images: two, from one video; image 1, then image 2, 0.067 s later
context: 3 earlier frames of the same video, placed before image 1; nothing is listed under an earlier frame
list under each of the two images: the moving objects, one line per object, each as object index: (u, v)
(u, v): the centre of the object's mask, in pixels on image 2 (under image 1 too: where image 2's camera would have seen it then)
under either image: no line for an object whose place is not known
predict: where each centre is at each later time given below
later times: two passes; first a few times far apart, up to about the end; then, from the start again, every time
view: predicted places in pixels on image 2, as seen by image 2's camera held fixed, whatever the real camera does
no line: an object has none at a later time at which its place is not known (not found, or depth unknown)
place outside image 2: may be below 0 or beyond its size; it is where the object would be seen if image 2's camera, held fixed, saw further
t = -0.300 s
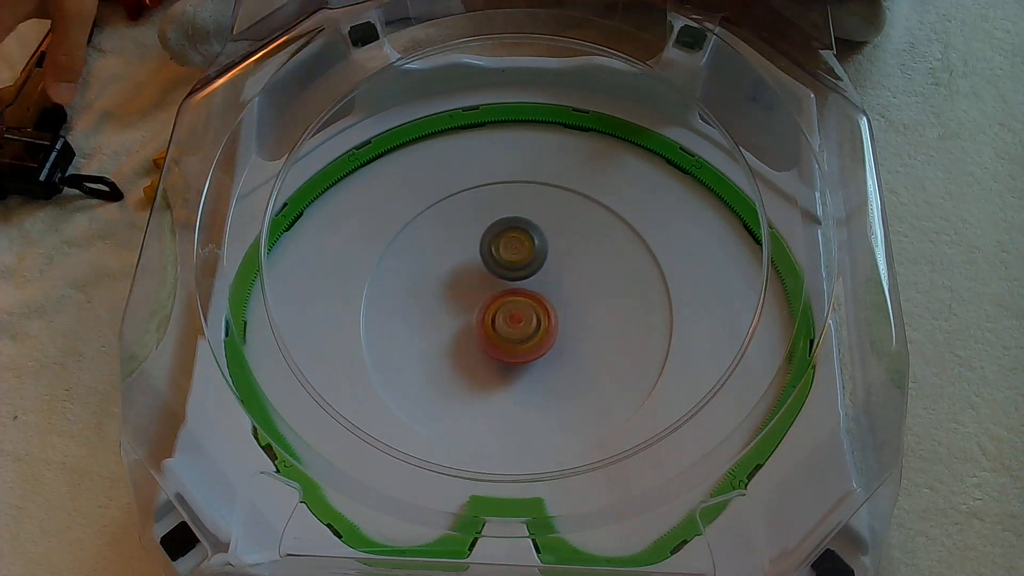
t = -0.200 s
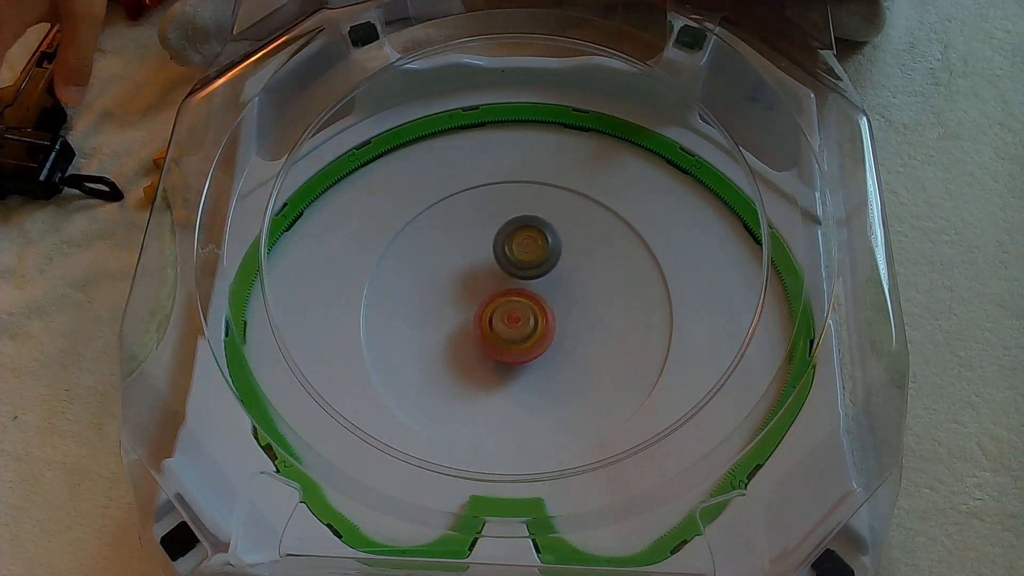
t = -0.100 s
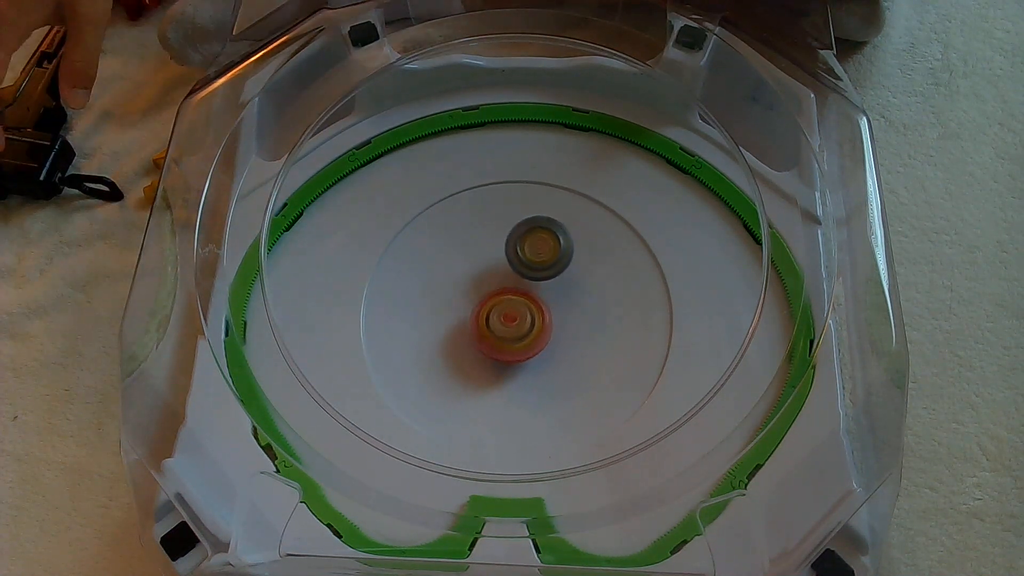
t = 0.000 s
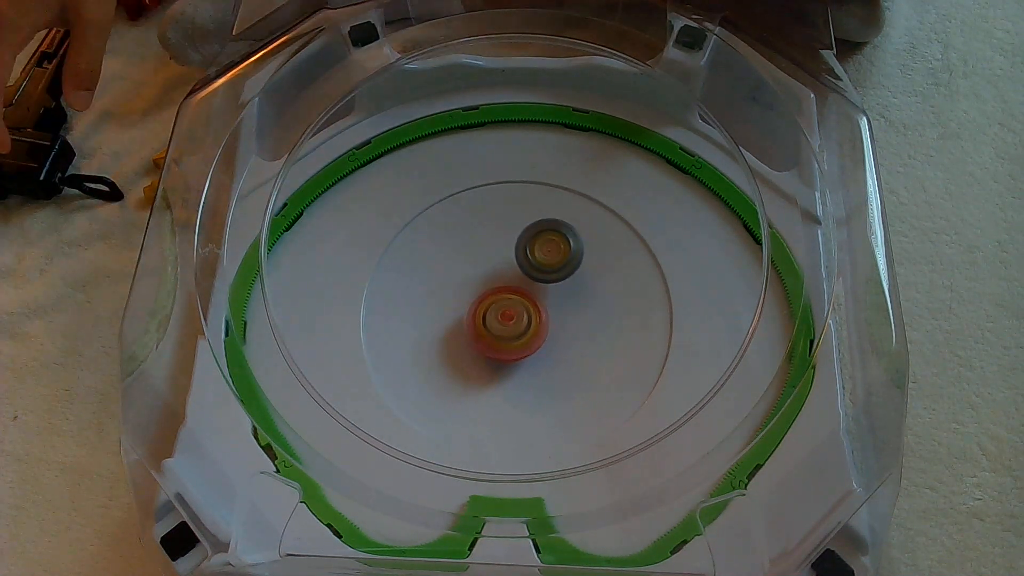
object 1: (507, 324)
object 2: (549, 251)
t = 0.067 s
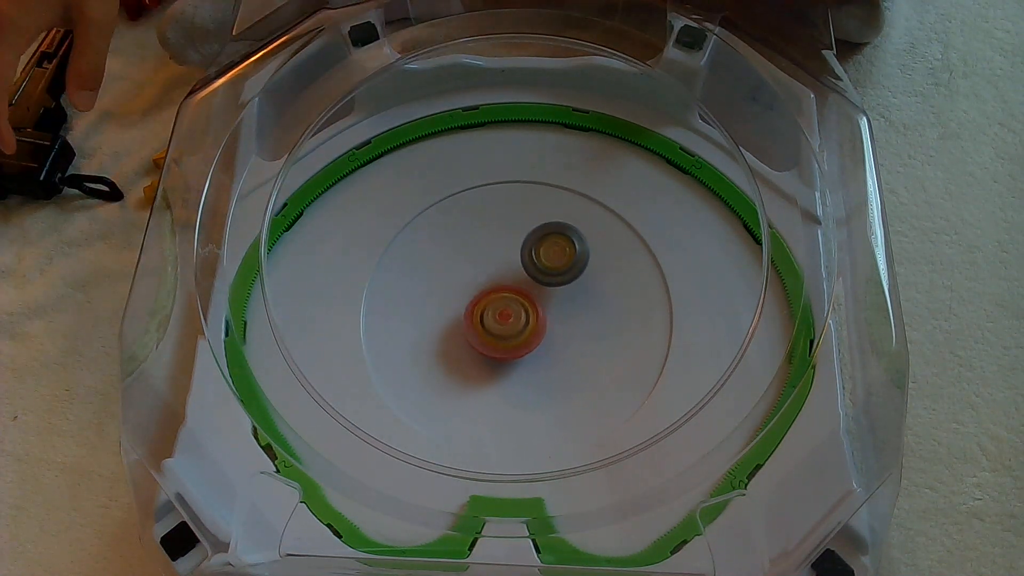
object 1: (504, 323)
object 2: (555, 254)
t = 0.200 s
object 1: (501, 320)
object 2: (564, 265)
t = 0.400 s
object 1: (497, 316)
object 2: (571, 289)
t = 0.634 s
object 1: (495, 309)
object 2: (570, 319)
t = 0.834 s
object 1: (498, 304)
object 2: (561, 341)
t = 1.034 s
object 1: (503, 299)
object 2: (543, 355)
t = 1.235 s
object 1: (510, 295)
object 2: (516, 360)
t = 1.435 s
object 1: (518, 294)
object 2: (491, 358)
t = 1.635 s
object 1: (524, 295)
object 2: (474, 346)
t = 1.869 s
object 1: (530, 298)
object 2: (458, 323)
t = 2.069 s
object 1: (532, 303)
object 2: (454, 303)
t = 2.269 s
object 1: (533, 309)
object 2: (454, 283)
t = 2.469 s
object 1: (530, 317)
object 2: (466, 269)
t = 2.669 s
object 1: (527, 322)
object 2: (482, 257)
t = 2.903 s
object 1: (519, 327)
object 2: (505, 250)
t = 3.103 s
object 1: (512, 328)
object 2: (527, 250)
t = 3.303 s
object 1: (504, 325)
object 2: (547, 259)
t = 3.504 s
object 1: (497, 322)
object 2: (564, 274)
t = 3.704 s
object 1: (495, 316)
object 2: (572, 292)
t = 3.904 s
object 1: (495, 310)
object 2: (571, 314)
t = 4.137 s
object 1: (500, 302)
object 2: (563, 337)
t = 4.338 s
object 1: (507, 297)
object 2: (548, 350)
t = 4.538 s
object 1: (515, 293)
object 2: (526, 362)
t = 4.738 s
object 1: (524, 294)
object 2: (503, 360)
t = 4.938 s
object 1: (533, 298)
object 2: (481, 347)
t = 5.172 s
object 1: (536, 304)
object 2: (461, 326)
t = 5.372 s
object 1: (535, 312)
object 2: (457, 304)
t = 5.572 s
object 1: (531, 318)
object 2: (459, 282)
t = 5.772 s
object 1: (523, 324)
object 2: (473, 264)
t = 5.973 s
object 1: (514, 328)
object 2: (493, 252)
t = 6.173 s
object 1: (505, 327)
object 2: (519, 250)
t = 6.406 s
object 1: (497, 322)
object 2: (549, 261)
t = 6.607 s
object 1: (495, 316)
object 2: (567, 279)
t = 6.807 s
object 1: (495, 308)
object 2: (573, 300)
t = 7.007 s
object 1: (499, 301)
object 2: (568, 324)
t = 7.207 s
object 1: (507, 296)
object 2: (558, 345)
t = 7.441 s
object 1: (519, 292)
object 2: (531, 356)
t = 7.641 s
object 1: (528, 295)
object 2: (499, 357)
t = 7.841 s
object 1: (535, 301)
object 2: (473, 346)
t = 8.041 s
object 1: (537, 307)
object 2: (460, 326)
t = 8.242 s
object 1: (535, 315)
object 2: (457, 300)
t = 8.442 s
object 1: (527, 321)
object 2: (459, 277)
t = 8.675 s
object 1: (516, 326)
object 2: (478, 257)
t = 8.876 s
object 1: (504, 326)
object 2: (502, 244)
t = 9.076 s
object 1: (495, 323)
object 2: (529, 246)
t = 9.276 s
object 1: (489, 315)
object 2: (553, 262)
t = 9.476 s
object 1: (492, 308)
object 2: (569, 287)
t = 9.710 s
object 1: (500, 301)
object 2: (571, 321)
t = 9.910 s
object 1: (511, 297)
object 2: (560, 346)
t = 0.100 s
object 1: (503, 322)
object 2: (557, 256)
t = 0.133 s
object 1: (503, 321)
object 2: (559, 259)
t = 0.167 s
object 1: (502, 320)
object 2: (562, 262)
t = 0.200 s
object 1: (501, 320)
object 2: (564, 265)
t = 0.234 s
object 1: (500, 319)
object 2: (566, 268)
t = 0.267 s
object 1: (500, 318)
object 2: (567, 272)
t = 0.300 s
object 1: (499, 318)
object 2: (569, 276)
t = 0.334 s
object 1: (498, 316)
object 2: (570, 280)
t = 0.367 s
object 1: (497, 316)
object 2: (571, 284)
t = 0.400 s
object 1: (497, 316)
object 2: (571, 289)
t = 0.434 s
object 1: (496, 315)
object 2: (572, 293)
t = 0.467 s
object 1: (495, 314)
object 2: (572, 298)
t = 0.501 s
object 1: (495, 312)
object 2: (572, 302)
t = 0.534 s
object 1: (495, 312)
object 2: (572, 307)
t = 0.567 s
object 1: (495, 311)
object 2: (572, 311)
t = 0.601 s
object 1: (495, 310)
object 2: (571, 315)
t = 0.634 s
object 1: (495, 309)
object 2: (570, 319)
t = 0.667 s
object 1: (495, 309)
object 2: (569, 323)
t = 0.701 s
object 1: (495, 308)
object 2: (568, 327)
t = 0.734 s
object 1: (496, 307)
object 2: (567, 331)
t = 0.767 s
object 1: (496, 306)
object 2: (565, 334)
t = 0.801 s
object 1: (497, 305)
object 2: (563, 338)
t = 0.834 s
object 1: (498, 304)
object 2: (561, 341)
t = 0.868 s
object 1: (499, 303)
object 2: (559, 344)
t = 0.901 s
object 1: (500, 303)
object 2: (556, 347)
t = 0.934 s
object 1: (500, 302)
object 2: (553, 349)
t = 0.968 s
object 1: (501, 301)
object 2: (550, 351)
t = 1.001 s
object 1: (503, 300)
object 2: (546, 353)
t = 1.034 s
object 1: (503, 299)
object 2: (543, 355)
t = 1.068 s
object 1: (505, 299)
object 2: (539, 356)
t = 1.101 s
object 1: (506, 298)
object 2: (535, 358)
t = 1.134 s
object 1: (507, 297)
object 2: (530, 358)
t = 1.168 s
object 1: (508, 296)
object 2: (525, 359)
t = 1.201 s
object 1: (509, 295)
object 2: (521, 360)
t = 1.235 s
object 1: (510, 295)
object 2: (516, 360)
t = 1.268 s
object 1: (512, 294)
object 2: (512, 361)
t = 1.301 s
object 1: (513, 294)
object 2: (508, 361)
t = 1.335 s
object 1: (514, 294)
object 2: (503, 361)
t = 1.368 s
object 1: (516, 294)
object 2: (499, 361)
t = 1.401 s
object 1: (517, 294)
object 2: (495, 359)
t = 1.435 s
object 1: (518, 294)
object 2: (491, 358)
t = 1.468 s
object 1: (518, 294)
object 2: (487, 357)
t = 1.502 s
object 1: (519, 294)
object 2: (484, 355)
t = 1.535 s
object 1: (521, 294)
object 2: (481, 353)
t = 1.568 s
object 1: (522, 294)
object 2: (478, 351)
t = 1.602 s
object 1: (523, 294)
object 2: (476, 348)
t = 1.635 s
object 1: (524, 295)
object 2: (474, 346)
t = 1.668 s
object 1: (525, 295)
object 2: (472, 342)
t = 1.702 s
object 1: (526, 296)
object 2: (470, 338)
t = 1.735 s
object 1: (527, 296)
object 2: (467, 335)
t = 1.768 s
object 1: (527, 296)
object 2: (464, 333)
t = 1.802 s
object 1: (528, 297)
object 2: (462, 330)
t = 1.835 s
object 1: (529, 298)
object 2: (460, 327)
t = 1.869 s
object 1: (530, 298)
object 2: (458, 323)
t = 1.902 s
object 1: (530, 299)
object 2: (457, 320)
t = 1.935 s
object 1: (531, 300)
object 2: (456, 317)
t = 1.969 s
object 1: (531, 301)
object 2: (455, 313)
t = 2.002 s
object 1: (532, 302)
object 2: (455, 310)
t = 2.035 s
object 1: (532, 303)
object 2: (454, 306)
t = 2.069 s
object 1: (532, 303)
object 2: (454, 303)
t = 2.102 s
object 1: (532, 305)
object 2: (454, 299)
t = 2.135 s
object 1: (533, 305)
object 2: (453, 296)
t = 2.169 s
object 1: (533, 306)
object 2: (452, 292)
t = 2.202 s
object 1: (533, 307)
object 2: (452, 289)
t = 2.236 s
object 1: (533, 308)
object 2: (453, 286)
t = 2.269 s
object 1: (533, 309)
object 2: (454, 283)
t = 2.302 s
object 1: (532, 311)
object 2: (455, 281)
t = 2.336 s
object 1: (532, 312)
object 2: (457, 278)
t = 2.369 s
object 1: (531, 313)
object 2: (459, 276)
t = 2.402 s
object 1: (531, 314)
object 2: (462, 274)
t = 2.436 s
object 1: (530, 316)
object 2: (465, 272)
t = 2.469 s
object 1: (530, 317)
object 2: (466, 269)
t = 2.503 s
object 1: (529, 318)
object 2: (468, 267)
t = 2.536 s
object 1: (529, 319)
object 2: (471, 265)
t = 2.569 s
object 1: (528, 319)
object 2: (474, 263)
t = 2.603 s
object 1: (528, 321)
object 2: (476, 261)
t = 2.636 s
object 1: (527, 321)
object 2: (479, 259)
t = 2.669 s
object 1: (527, 322)
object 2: (482, 257)
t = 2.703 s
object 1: (526, 323)
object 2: (485, 256)
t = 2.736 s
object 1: (524, 324)
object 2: (488, 254)
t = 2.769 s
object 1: (523, 325)
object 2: (491, 253)
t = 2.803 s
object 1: (523, 325)
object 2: (494, 252)
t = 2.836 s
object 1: (521, 326)
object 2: (498, 251)
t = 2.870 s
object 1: (520, 326)
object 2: (501, 250)
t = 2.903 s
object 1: (519, 327)
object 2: (505, 250)
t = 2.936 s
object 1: (518, 327)
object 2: (509, 249)
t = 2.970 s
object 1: (517, 327)
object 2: (512, 250)
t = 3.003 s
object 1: (516, 328)
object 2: (516, 249)
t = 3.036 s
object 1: (514, 328)
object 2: (520, 249)
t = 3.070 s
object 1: (513, 328)
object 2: (524, 249)
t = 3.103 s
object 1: (512, 328)
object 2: (527, 250)
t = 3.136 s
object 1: (511, 328)
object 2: (531, 250)
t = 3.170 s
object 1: (510, 328)
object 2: (534, 252)
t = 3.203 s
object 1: (508, 327)
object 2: (538, 253)
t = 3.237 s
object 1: (507, 326)
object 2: (541, 255)
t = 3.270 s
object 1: (505, 326)
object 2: (544, 257)
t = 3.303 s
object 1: (504, 325)
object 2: (547, 259)
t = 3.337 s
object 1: (503, 324)
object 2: (550, 261)
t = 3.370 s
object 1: (502, 324)
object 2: (552, 264)
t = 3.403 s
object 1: (501, 323)
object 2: (555, 267)
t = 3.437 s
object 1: (499, 323)
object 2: (559, 269)
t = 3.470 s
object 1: (497, 322)
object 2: (562, 272)
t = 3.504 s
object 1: (497, 322)
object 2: (564, 274)
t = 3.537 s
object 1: (497, 321)
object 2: (566, 277)
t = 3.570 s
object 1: (496, 320)
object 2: (568, 280)
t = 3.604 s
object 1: (496, 319)
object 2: (570, 283)
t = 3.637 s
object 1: (496, 318)
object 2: (571, 286)
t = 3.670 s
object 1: (495, 317)
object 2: (572, 289)
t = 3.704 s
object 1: (495, 316)
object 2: (572, 292)
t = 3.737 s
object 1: (495, 315)
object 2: (572, 296)
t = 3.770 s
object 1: (495, 314)
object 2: (571, 300)
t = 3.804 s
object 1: (495, 313)
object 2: (571, 303)
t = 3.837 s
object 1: (495, 312)
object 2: (571, 307)
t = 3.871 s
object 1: (495, 311)
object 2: (571, 311)
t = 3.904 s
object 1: (495, 310)
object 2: (571, 314)
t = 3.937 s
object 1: (495, 309)
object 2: (570, 318)
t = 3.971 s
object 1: (495, 308)
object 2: (570, 321)
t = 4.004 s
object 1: (496, 307)
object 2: (569, 324)
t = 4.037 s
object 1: (497, 306)
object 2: (567, 327)
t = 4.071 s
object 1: (498, 305)
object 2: (566, 330)
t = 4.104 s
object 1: (499, 304)
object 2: (564, 333)
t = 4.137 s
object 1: (500, 302)
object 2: (563, 337)
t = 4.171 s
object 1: (501, 301)
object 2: (561, 340)
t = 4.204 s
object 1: (501, 300)
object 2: (559, 342)
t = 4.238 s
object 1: (503, 300)
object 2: (557, 345)
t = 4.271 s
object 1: (504, 299)
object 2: (554, 347)
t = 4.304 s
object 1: (505, 298)
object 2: (551, 349)
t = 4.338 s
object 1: (507, 297)
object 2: (548, 350)
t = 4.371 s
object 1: (508, 296)
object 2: (544, 352)
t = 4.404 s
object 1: (509, 295)
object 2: (540, 353)
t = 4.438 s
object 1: (512, 294)
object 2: (536, 357)
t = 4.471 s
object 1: (513, 294)
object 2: (533, 359)
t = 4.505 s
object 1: (514, 294)
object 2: (529, 360)
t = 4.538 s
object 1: (515, 293)
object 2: (526, 362)
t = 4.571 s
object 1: (517, 294)
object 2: (522, 363)
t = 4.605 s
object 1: (518, 293)
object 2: (519, 363)
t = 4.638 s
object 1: (520, 294)
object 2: (515, 363)
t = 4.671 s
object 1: (521, 294)
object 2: (511, 363)
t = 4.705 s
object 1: (523, 294)
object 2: (507, 362)
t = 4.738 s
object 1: (524, 294)
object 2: (503, 360)
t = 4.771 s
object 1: (526, 295)
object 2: (500, 359)
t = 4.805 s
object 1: (527, 295)
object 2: (496, 357)
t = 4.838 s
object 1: (529, 296)
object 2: (493, 355)
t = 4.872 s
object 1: (530, 296)
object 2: (489, 352)
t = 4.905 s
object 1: (531, 297)
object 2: (486, 349)
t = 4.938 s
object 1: (533, 298)
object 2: (481, 347)
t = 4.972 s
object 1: (534, 298)
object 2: (477, 344)
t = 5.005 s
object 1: (534, 299)
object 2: (474, 342)
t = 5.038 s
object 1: (535, 300)
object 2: (470, 338)
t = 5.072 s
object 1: (536, 301)
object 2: (468, 335)
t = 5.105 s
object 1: (536, 302)
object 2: (465, 332)
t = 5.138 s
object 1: (536, 303)
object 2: (463, 329)
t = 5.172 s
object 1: (536, 304)
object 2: (461, 326)
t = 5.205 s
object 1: (536, 305)
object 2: (460, 322)
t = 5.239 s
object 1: (536, 307)
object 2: (458, 319)
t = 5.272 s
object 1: (536, 308)
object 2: (458, 315)
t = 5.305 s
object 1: (536, 309)
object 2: (457, 311)
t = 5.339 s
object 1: (535, 311)
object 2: (457, 308)
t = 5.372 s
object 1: (535, 312)
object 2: (457, 304)
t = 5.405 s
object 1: (535, 313)
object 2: (457, 300)
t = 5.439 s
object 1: (534, 314)
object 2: (456, 296)
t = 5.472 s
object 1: (534, 315)
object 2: (456, 292)
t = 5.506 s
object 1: (533, 316)
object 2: (457, 289)
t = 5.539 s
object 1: (532, 317)
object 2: (457, 285)
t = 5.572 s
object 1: (531, 318)
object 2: (459, 282)
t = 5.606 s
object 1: (529, 319)
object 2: (460, 278)
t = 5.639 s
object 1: (529, 320)
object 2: (462, 275)
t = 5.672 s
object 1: (527, 321)
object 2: (465, 272)
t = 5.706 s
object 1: (526, 322)
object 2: (467, 269)
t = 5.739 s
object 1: (524, 323)
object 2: (470, 267)
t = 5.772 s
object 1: (523, 324)
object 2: (473, 264)
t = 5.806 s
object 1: (522, 325)
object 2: (476, 261)
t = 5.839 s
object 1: (521, 326)
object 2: (479, 259)
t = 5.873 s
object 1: (519, 326)
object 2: (482, 257)
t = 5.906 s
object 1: (518, 327)
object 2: (486, 255)
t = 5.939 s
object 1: (516, 328)
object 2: (489, 253)
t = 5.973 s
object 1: (514, 328)
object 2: (493, 252)
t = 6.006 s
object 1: (513, 328)
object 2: (497, 250)
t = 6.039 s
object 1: (511, 328)
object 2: (501, 250)
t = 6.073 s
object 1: (510, 328)
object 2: (505, 249)
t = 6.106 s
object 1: (508, 328)
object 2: (510, 249)
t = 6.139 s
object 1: (507, 328)
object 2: (514, 249)
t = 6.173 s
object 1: (505, 327)
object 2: (519, 250)
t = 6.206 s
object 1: (504, 327)
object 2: (524, 250)
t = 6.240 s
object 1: (503, 326)
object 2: (528, 252)
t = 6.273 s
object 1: (501, 326)
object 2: (533, 253)
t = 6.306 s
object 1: (500, 325)
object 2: (537, 255)
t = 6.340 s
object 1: (499, 324)
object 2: (541, 257)
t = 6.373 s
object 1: (498, 323)
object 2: (545, 259)
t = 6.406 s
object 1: (497, 322)
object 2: (549, 261)
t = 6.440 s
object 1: (496, 321)
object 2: (553, 263)
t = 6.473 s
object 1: (495, 320)
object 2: (556, 266)
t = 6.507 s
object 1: (496, 319)
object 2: (559, 269)
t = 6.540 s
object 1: (495, 318)
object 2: (562, 272)
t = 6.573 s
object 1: (495, 317)
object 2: (565, 275)
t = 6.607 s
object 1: (495, 316)
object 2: (567, 279)
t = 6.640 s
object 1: (495, 314)
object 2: (569, 282)
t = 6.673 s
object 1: (494, 313)
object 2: (571, 286)
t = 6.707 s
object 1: (495, 312)
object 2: (572, 289)
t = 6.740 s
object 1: (495, 311)
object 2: (573, 293)
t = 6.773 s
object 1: (495, 309)
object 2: (573, 297)
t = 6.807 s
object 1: (495, 308)
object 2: (573, 300)
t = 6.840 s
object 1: (496, 307)
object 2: (572, 304)
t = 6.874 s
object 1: (496, 305)
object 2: (572, 308)
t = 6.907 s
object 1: (497, 304)
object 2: (571, 312)
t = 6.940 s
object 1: (497, 303)
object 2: (571, 316)
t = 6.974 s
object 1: (498, 302)
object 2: (569, 320)
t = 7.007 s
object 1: (499, 301)
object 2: (568, 324)
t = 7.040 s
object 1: (500, 299)
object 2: (567, 328)
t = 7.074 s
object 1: (502, 299)
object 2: (566, 332)
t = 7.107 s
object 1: (503, 298)
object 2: (564, 336)
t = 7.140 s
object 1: (504, 297)
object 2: (563, 339)
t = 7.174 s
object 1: (506, 296)
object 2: (560, 342)
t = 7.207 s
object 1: (507, 296)
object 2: (558, 345)
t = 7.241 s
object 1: (509, 295)
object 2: (555, 348)
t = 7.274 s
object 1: (511, 294)
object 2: (552, 350)
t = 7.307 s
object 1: (512, 294)
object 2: (548, 352)
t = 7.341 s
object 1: (514, 294)
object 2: (544, 353)
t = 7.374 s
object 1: (516, 293)
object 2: (540, 354)
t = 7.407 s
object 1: (517, 293)
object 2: (536, 355)
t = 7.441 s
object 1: (519, 292)
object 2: (531, 356)
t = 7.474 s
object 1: (520, 292)
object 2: (526, 357)
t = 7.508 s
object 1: (521, 293)
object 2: (520, 359)
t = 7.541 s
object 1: (523, 293)
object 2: (515, 359)
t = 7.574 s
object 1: (525, 294)
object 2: (509, 359)
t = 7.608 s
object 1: (527, 294)
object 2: (504, 358)
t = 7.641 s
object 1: (528, 295)
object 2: (499, 357)
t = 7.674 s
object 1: (530, 296)
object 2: (494, 355)
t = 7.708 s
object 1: (531, 297)
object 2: (489, 354)
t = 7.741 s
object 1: (532, 298)
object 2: (485, 352)
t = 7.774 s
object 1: (533, 299)
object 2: (481, 350)
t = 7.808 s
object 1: (534, 300)
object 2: (477, 348)
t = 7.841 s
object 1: (535, 301)
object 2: (473, 346)
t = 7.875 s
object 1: (535, 302)
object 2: (470, 343)
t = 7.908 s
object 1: (536, 303)
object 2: (467, 340)
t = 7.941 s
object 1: (536, 304)
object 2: (465, 337)
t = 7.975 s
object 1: (536, 305)
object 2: (463, 333)
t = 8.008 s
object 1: (537, 306)
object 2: (461, 329)
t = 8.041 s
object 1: (537, 307)
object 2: (460, 326)
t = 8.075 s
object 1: (536, 309)
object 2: (459, 322)
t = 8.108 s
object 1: (536, 310)
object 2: (459, 317)
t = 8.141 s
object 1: (536, 311)
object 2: (458, 313)
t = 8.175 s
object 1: (536, 313)
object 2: (458, 309)
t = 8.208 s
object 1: (535, 314)
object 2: (458, 304)
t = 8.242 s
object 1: (535, 315)
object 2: (457, 300)
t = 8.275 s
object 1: (533, 316)
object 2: (456, 296)
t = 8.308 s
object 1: (532, 317)
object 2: (455, 291)
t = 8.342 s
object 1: (531, 318)
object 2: (456, 287)
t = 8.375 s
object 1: (530, 319)
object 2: (456, 284)
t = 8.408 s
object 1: (528, 320)
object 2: (457, 280)
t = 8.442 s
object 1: (527, 321)
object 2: (459, 277)
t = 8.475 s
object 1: (525, 322)
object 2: (461, 273)
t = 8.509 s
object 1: (524, 323)
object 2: (463, 270)
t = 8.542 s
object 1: (522, 324)
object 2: (465, 268)
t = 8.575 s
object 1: (521, 325)
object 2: (468, 265)
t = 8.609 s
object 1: (519, 325)
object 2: (472, 263)
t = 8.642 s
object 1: (517, 326)
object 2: (475, 261)
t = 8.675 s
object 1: (516, 326)
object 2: (478, 257)
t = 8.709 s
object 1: (514, 326)
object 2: (482, 254)
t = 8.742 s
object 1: (512, 326)
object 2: (485, 251)
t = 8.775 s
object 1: (510, 327)
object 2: (489, 249)
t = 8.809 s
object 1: (508, 327)
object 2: (493, 247)
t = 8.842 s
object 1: (506, 327)
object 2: (497, 245)
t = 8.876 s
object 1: (504, 326)
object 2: (502, 244)
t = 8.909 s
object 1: (502, 326)
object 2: (506, 243)
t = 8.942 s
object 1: (501, 326)
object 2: (511, 243)
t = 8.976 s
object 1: (499, 325)
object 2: (515, 243)
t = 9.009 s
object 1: (497, 324)
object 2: (520, 243)
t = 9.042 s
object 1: (496, 324)
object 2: (524, 244)
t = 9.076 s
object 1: (495, 323)
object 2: (529, 246)
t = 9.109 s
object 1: (494, 322)
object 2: (533, 247)
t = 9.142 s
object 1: (493, 321)
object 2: (537, 250)
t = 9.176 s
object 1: (492, 319)
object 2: (542, 252)
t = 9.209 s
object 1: (491, 318)
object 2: (546, 255)
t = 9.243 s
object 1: (490, 317)
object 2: (550, 258)
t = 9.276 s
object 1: (489, 315)
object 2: (553, 262)
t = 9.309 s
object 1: (489, 314)
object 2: (557, 265)
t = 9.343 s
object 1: (490, 313)
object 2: (560, 269)
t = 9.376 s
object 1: (490, 312)
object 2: (563, 274)
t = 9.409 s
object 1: (491, 311)
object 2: (565, 278)
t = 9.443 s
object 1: (492, 310)
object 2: (568, 283)
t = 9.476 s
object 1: (492, 308)
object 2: (569, 287)
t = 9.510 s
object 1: (493, 307)
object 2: (571, 292)
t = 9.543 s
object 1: (494, 306)
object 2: (572, 297)
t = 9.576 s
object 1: (494, 305)
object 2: (573, 302)
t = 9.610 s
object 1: (495, 304)
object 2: (573, 307)
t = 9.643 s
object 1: (497, 303)
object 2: (573, 311)
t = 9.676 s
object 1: (498, 302)
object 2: (572, 316)
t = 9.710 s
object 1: (500, 301)
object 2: (571, 321)
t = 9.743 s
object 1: (502, 300)
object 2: (570, 325)
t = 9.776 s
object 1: (503, 299)
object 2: (568, 329)
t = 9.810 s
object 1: (505, 298)
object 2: (566, 333)
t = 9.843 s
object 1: (507, 297)
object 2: (564, 338)
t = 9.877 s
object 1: (508, 297)
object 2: (562, 342)
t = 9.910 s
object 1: (511, 297)
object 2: (560, 346)
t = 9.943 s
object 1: (513, 296)
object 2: (557, 350)
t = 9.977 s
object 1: (516, 296)
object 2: (554, 353)
